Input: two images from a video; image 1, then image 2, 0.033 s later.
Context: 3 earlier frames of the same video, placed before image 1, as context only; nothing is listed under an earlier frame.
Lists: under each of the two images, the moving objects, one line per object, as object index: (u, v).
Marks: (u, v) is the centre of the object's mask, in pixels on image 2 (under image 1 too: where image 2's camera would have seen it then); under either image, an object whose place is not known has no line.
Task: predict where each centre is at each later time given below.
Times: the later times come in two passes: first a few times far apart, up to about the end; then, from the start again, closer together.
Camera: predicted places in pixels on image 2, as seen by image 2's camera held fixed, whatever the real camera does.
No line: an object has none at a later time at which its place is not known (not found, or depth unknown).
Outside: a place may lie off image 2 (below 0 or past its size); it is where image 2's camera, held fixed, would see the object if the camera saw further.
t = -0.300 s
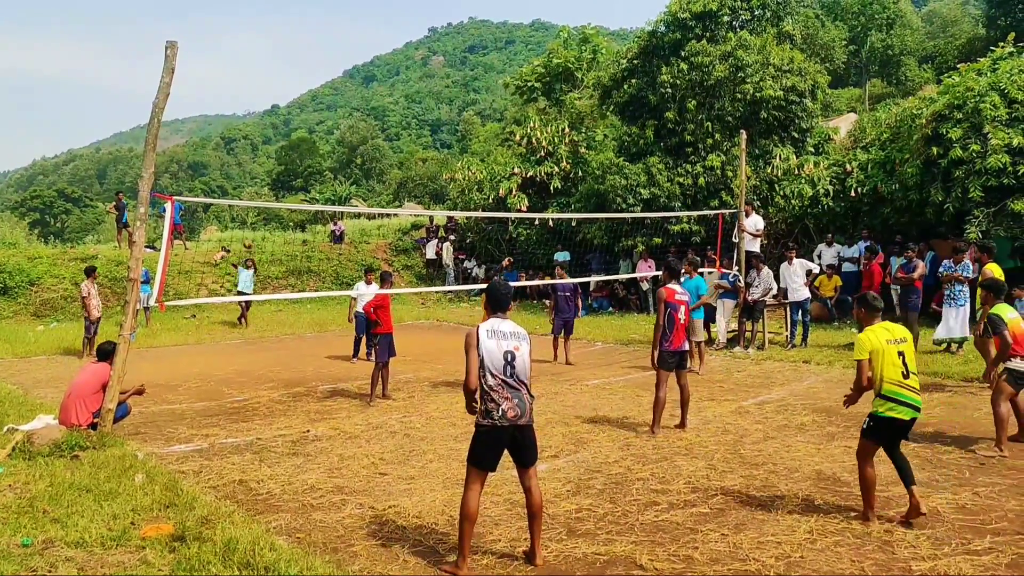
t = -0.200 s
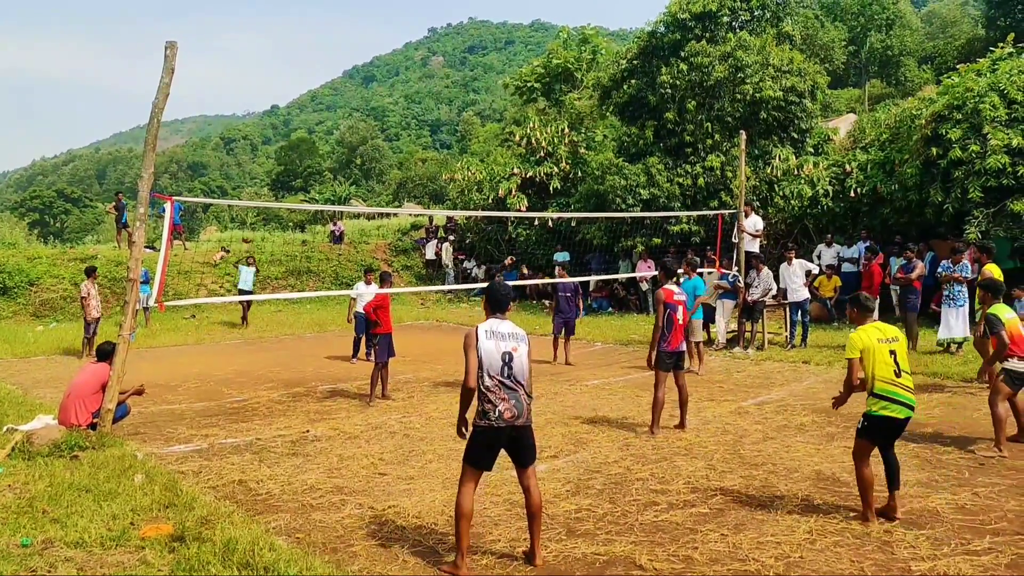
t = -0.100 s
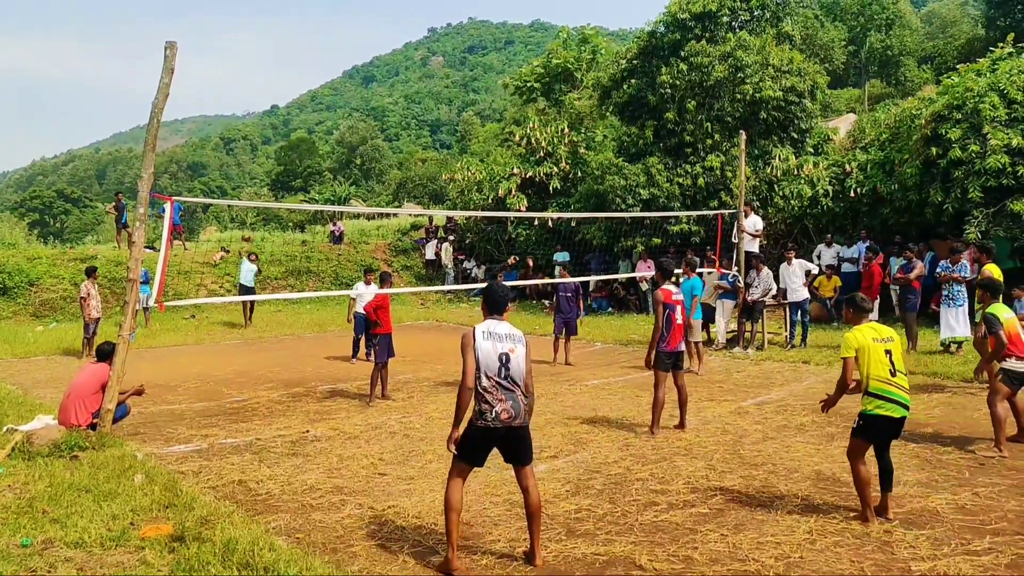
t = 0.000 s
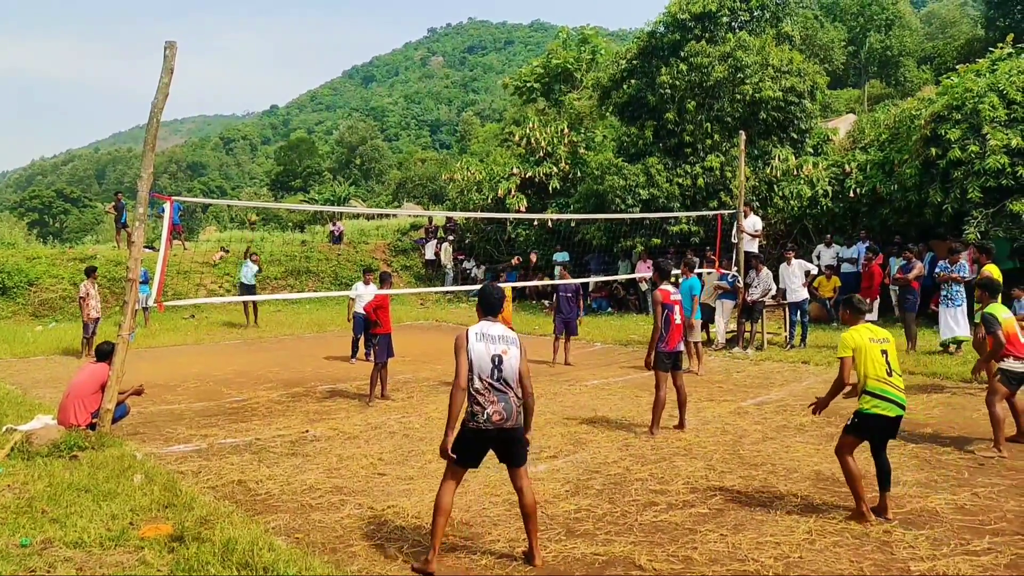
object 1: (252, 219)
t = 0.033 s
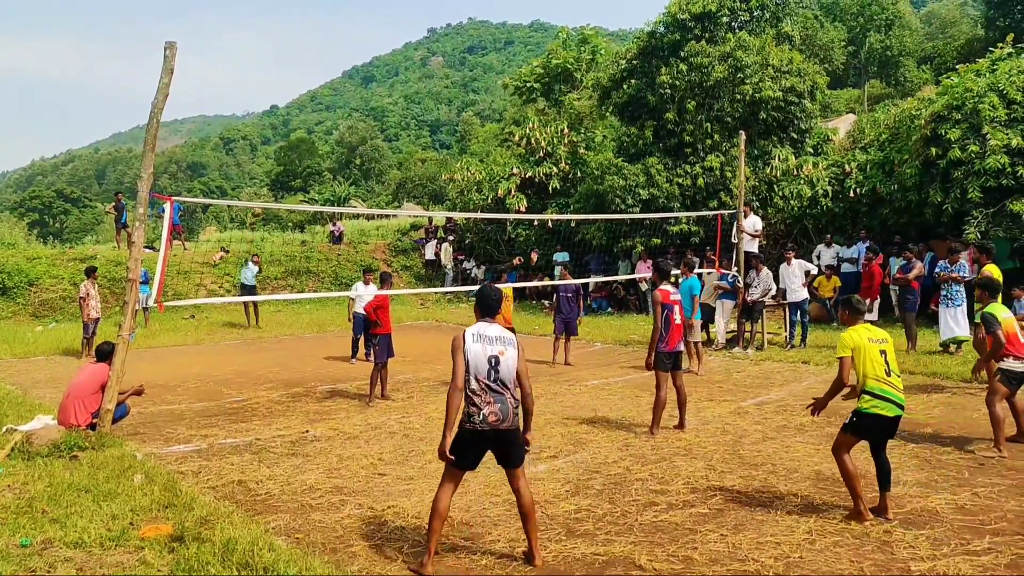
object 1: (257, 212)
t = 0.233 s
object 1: (283, 170)
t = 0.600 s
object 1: (355, 114)
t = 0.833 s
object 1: (429, 128)
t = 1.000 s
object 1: (511, 192)
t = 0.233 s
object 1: (283, 170)
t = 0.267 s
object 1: (287, 163)
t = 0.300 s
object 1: (294, 156)
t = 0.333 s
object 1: (300, 150)
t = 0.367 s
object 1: (306, 144)
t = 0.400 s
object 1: (312, 138)
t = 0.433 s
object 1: (319, 132)
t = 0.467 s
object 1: (326, 127)
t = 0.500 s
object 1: (333, 122)
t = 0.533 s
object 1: (339, 118)
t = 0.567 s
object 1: (347, 116)
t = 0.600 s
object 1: (355, 114)
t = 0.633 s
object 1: (363, 113)
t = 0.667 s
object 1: (373, 113)
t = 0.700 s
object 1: (383, 114)
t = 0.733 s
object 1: (394, 115)
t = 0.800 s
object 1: (417, 122)
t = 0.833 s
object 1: (429, 128)
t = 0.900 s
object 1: (458, 146)
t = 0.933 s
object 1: (475, 159)
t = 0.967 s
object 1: (491, 174)
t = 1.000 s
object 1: (511, 192)
